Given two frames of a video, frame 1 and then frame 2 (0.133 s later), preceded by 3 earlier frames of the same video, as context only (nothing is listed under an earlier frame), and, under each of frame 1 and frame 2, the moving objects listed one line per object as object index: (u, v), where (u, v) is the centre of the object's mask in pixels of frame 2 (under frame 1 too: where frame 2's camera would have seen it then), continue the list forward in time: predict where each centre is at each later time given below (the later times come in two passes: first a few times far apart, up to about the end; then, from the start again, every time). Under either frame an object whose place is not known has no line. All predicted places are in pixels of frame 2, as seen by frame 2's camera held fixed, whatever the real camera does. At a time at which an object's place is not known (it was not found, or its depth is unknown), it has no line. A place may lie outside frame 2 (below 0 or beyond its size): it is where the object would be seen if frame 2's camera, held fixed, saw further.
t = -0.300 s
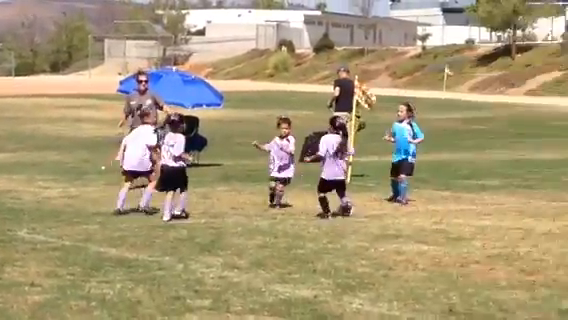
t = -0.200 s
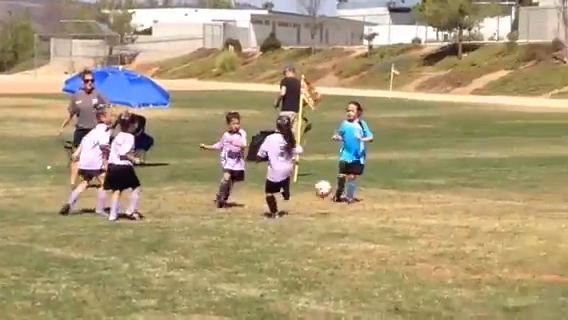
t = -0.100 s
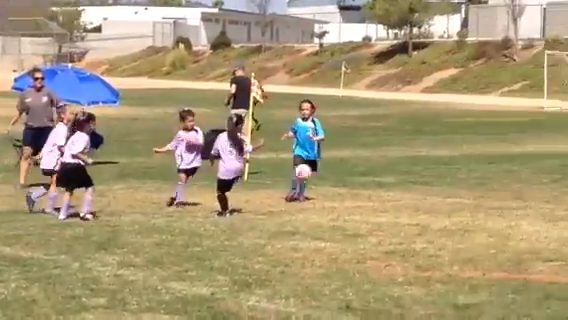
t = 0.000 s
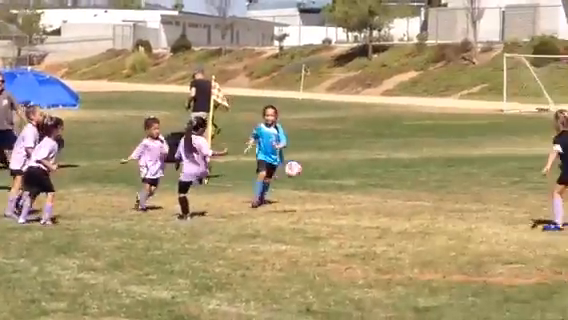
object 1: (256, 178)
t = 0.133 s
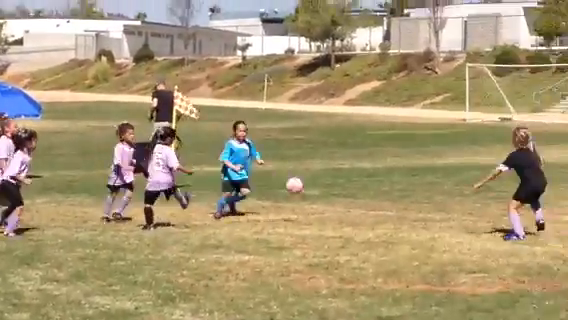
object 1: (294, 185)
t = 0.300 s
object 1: (340, 214)
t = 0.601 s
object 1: (423, 201)
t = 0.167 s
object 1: (303, 189)
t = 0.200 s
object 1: (312, 194)
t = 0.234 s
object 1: (322, 200)
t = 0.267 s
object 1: (330, 208)
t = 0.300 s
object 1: (340, 214)
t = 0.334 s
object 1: (350, 213)
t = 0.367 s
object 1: (358, 208)
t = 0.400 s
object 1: (368, 204)
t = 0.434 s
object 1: (376, 201)
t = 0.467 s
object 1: (386, 199)
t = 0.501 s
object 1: (395, 198)
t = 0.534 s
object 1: (404, 198)
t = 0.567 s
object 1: (414, 199)
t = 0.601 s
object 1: (423, 201)
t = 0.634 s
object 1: (432, 204)
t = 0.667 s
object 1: (441, 209)
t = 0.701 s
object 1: (451, 213)
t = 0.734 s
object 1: (460, 211)
